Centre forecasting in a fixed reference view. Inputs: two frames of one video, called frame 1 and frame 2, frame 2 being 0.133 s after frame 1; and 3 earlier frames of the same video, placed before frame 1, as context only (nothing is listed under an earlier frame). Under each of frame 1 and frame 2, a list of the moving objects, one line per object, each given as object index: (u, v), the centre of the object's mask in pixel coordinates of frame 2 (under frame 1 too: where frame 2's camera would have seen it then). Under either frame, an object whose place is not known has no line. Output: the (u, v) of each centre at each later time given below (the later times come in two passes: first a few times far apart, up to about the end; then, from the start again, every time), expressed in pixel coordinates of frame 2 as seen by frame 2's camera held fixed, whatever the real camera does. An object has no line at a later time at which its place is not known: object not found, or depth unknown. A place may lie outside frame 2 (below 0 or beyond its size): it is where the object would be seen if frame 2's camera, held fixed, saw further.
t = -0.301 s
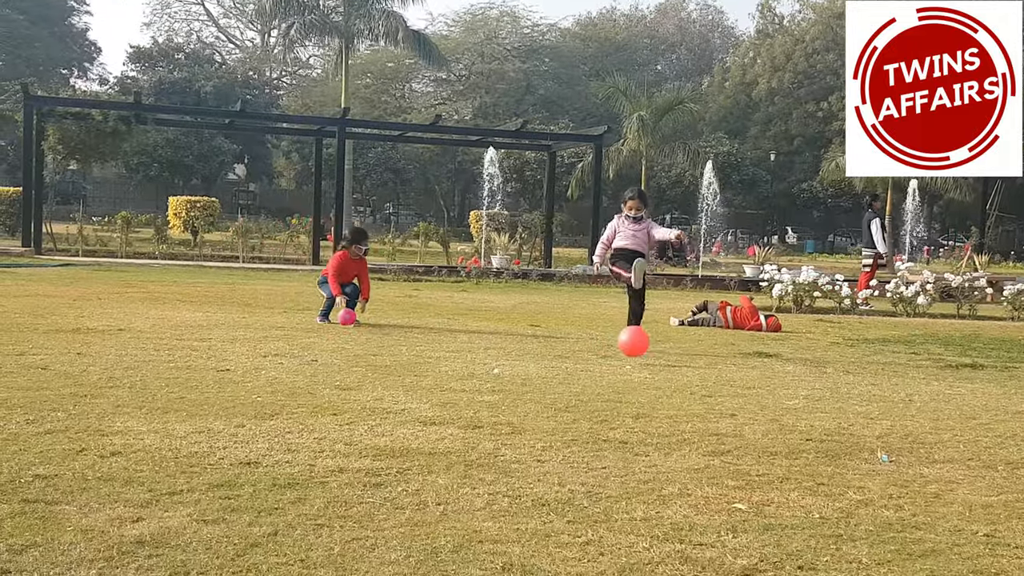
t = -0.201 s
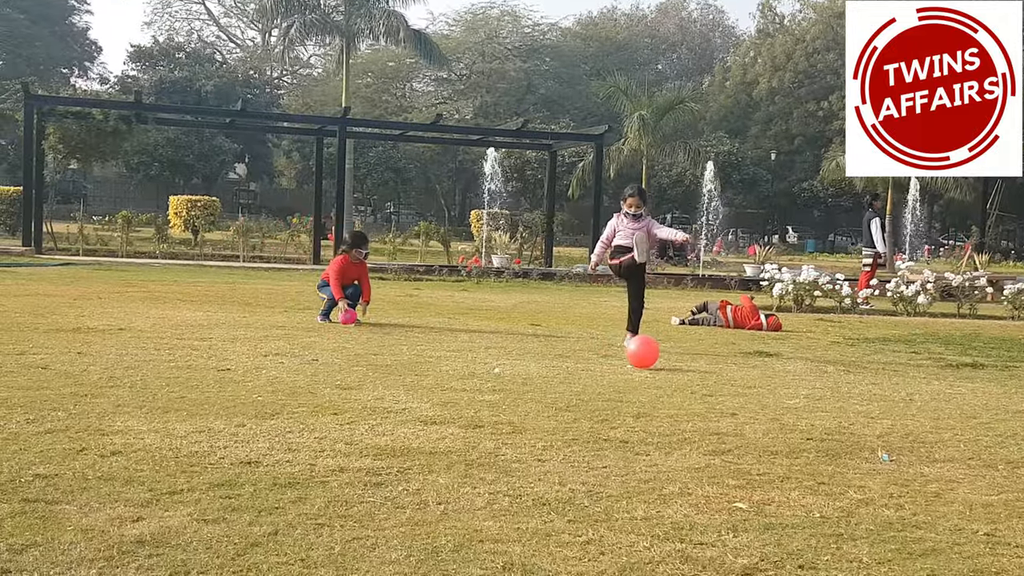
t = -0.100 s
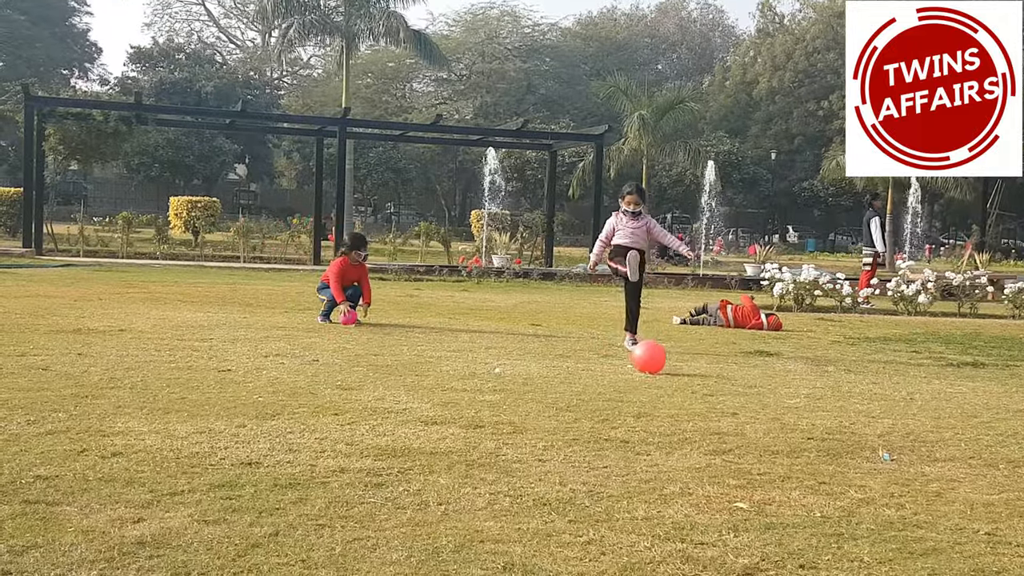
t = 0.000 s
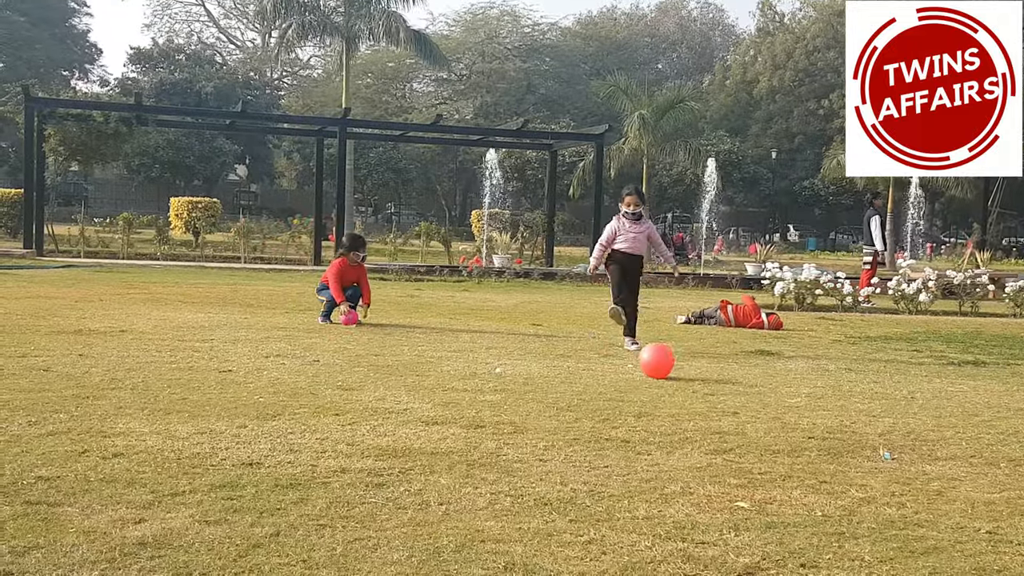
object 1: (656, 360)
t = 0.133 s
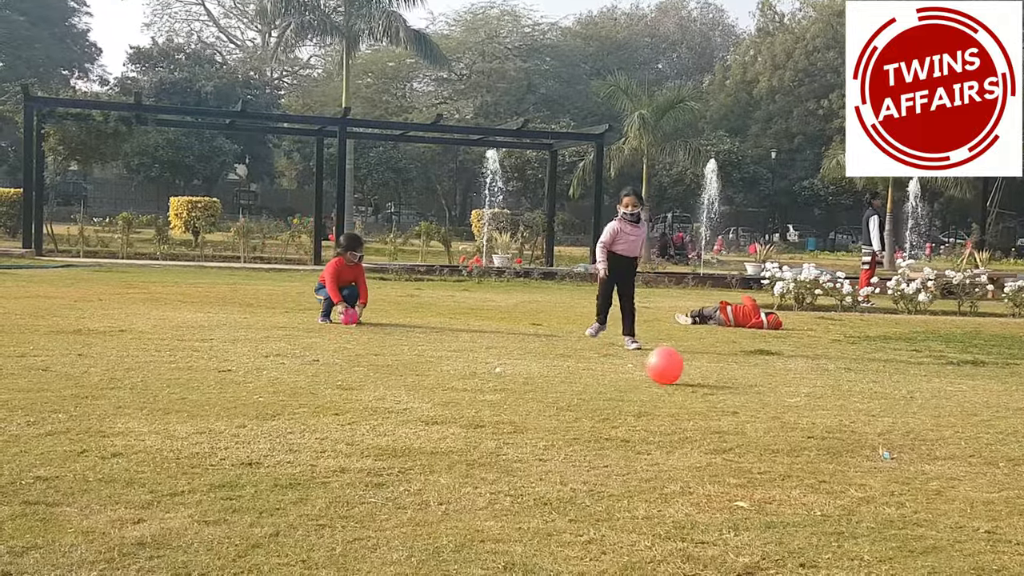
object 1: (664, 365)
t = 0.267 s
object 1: (673, 371)
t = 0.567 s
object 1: (693, 386)
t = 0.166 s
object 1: (666, 367)
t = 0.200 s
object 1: (669, 369)
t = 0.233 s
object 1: (671, 370)
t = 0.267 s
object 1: (673, 371)
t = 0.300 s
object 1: (675, 374)
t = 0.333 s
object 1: (677, 376)
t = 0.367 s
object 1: (680, 377)
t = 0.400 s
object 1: (682, 379)
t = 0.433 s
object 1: (685, 380)
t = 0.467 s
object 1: (687, 380)
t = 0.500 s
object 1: (689, 382)
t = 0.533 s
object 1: (691, 385)
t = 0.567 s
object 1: (693, 386)
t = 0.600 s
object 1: (696, 387)
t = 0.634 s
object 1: (698, 390)
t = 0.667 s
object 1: (701, 391)
